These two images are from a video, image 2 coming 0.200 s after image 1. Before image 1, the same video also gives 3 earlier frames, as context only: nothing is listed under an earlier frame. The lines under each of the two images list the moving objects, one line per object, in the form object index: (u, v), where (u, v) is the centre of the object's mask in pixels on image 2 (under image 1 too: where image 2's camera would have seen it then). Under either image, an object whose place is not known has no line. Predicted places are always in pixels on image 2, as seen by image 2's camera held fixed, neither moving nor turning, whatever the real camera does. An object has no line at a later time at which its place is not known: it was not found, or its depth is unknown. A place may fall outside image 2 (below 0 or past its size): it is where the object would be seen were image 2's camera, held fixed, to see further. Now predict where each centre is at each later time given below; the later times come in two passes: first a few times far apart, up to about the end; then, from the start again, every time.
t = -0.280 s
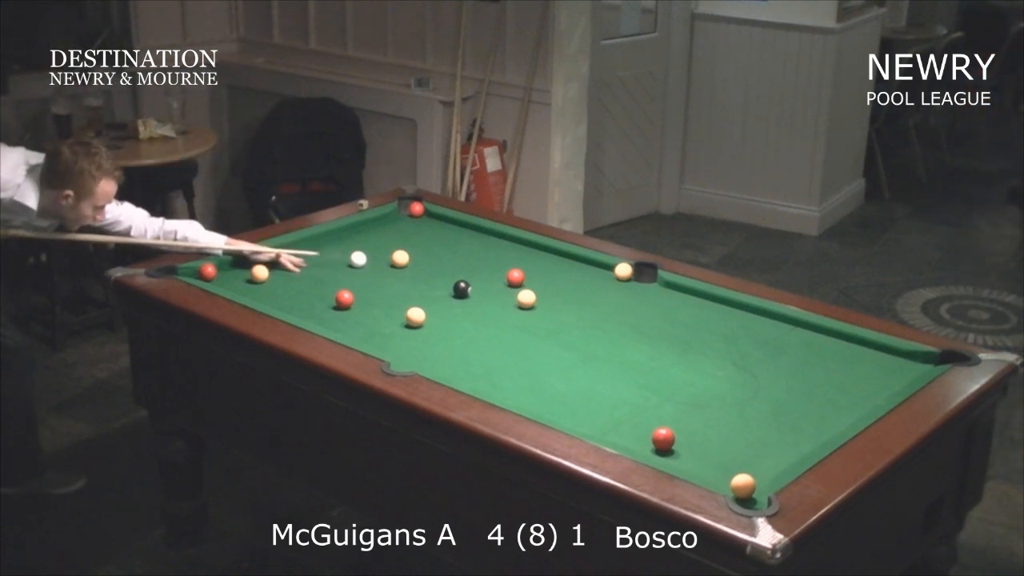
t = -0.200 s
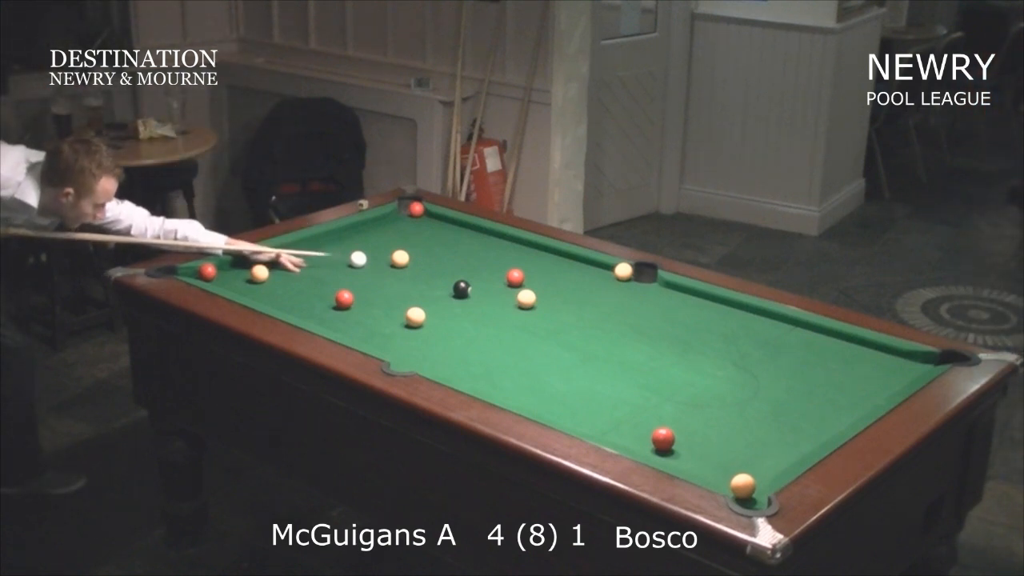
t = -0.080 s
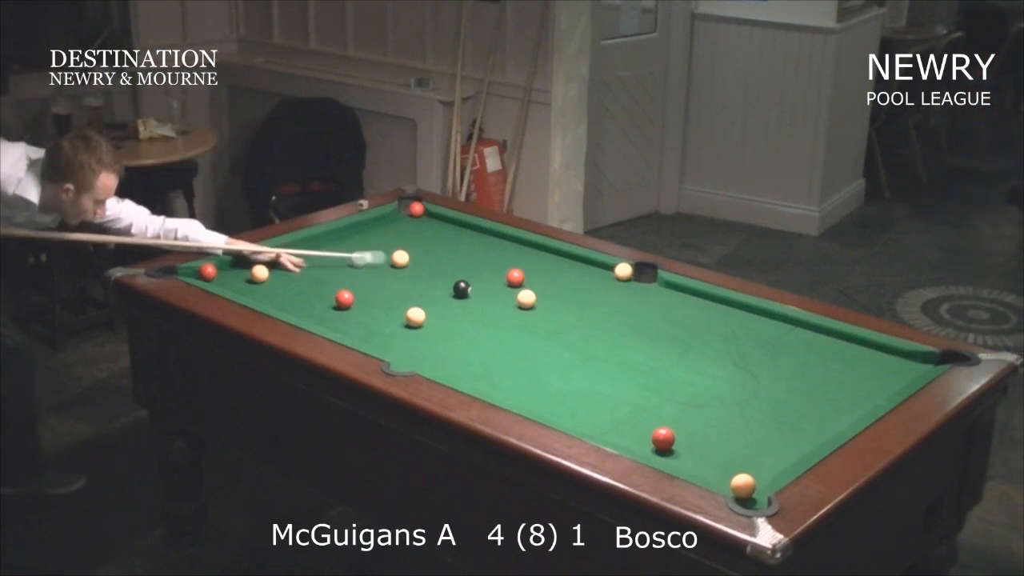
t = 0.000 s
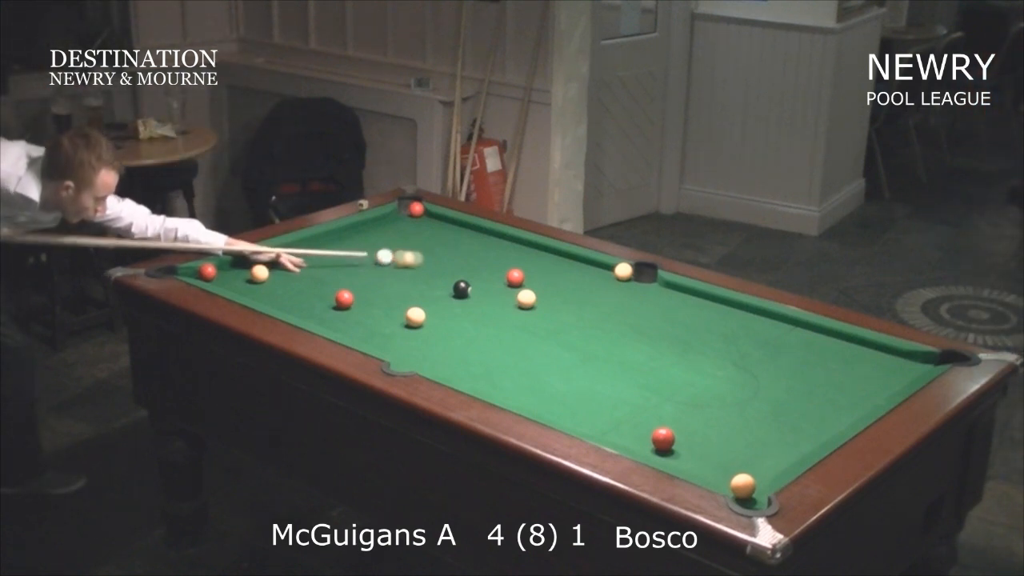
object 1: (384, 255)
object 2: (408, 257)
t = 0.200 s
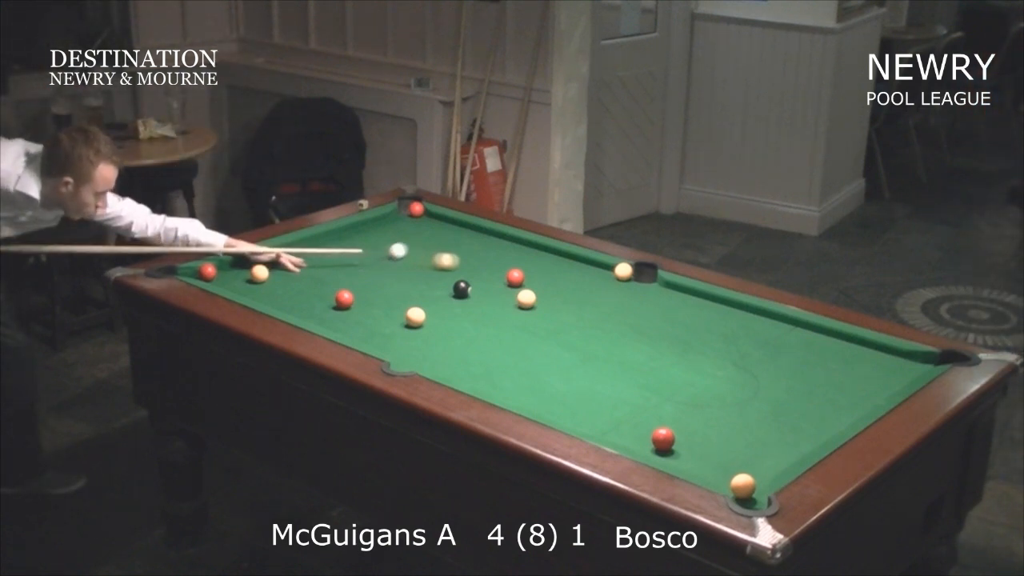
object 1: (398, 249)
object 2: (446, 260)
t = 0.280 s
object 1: (404, 247)
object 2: (457, 260)
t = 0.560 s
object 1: (422, 240)
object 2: (507, 264)
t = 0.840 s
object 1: (438, 235)
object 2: (553, 267)
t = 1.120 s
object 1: (452, 230)
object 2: (594, 270)
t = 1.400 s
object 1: (464, 225)
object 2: (611, 272)
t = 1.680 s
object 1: (460, 227)
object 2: (618, 274)
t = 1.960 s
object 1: (455, 228)
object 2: (622, 275)
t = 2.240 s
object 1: (451, 230)
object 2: (623, 275)
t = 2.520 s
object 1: (450, 230)
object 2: (623, 276)
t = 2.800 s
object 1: (450, 231)
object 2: (623, 276)
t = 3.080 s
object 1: (450, 231)
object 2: (623, 276)
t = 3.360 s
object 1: (450, 231)
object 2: (623, 276)
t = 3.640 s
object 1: (450, 231)
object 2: (623, 276)
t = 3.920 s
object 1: (450, 230)
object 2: (623, 276)
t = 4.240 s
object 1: (450, 231)
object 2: (623, 276)
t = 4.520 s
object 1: (450, 231)
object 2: (623, 276)
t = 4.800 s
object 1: (450, 231)
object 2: (623, 276)
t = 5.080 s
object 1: (450, 231)
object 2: (623, 276)
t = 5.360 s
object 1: (450, 231)
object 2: (623, 276)
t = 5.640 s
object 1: (450, 231)
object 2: (623, 276)
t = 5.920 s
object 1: (450, 231)
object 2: (624, 276)
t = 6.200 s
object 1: (450, 231)
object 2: (624, 276)
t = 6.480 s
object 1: (450, 231)
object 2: (624, 276)
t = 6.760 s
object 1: (450, 231)
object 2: (624, 276)
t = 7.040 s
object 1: (450, 231)
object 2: (623, 276)
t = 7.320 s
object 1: (450, 231)
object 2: (623, 276)
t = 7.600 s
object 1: (450, 231)
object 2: (623, 276)
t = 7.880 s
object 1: (450, 231)
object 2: (623, 276)
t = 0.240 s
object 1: (401, 248)
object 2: (453, 260)
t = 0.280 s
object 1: (404, 247)
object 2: (457, 260)
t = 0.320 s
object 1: (406, 246)
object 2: (467, 261)
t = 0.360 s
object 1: (409, 245)
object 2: (474, 261)
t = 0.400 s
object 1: (412, 244)
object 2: (479, 262)
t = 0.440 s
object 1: (414, 243)
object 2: (485, 263)
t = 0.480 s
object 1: (417, 242)
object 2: (492, 263)
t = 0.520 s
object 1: (420, 241)
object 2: (499, 264)
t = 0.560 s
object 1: (422, 240)
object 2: (507, 264)
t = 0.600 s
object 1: (425, 239)
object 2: (515, 263)
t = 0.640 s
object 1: (427, 239)
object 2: (522, 264)
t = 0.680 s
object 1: (429, 238)
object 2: (528, 266)
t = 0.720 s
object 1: (431, 237)
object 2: (534, 266)
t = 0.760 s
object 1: (434, 236)
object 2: (541, 266)
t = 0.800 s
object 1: (436, 235)
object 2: (547, 267)
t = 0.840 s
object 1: (438, 235)
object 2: (553, 267)
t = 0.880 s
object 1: (440, 234)
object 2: (559, 268)
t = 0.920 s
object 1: (442, 233)
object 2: (565, 268)
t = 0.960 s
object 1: (444, 232)
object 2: (571, 268)
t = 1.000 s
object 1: (446, 232)
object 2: (576, 269)
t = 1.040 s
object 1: (448, 231)
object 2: (582, 269)
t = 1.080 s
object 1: (450, 230)
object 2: (588, 269)
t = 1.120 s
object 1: (452, 230)
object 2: (594, 270)
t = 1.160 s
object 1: (454, 229)
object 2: (600, 270)
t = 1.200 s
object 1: (456, 228)
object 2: (605, 270)
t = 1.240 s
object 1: (458, 228)
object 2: (607, 270)
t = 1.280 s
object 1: (459, 227)
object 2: (608, 271)
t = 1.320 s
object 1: (461, 226)
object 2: (609, 271)
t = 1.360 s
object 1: (462, 226)
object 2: (610, 272)
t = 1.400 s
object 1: (464, 225)
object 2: (611, 272)
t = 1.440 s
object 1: (465, 225)
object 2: (613, 273)
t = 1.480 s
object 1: (464, 225)
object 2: (614, 273)
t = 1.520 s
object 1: (464, 225)
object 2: (615, 273)
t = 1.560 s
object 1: (463, 226)
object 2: (616, 274)
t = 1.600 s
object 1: (462, 226)
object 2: (616, 274)
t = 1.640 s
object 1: (460, 226)
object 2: (617, 274)
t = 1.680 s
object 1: (460, 227)
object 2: (618, 274)
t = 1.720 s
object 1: (459, 227)
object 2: (619, 274)
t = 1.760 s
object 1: (458, 227)
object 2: (619, 275)
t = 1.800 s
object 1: (457, 227)
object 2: (620, 275)
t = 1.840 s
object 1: (456, 228)
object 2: (621, 275)
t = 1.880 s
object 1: (456, 228)
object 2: (621, 275)
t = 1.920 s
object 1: (455, 228)
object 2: (622, 275)
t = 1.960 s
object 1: (455, 228)
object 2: (622, 275)
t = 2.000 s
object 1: (454, 229)
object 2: (622, 275)
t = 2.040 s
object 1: (453, 229)
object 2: (623, 275)
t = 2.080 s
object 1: (453, 229)
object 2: (623, 275)
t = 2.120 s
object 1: (452, 229)
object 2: (623, 275)
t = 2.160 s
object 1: (452, 229)
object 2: (623, 275)
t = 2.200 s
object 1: (452, 229)
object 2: (623, 275)
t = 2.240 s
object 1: (451, 230)
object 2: (623, 275)
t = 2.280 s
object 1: (451, 230)
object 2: (623, 276)
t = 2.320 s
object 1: (451, 230)
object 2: (623, 276)
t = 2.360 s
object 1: (450, 230)
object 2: (623, 276)
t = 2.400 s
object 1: (450, 230)
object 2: (623, 276)
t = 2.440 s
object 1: (450, 230)
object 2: (623, 275)
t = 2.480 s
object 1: (450, 230)
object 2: (623, 276)
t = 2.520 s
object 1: (450, 230)
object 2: (623, 276)
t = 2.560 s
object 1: (450, 230)
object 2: (623, 276)
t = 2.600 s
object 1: (450, 230)
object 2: (623, 276)
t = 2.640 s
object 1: (450, 230)
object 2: (623, 276)
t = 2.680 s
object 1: (450, 231)
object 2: (623, 276)
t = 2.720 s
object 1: (450, 231)
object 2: (623, 276)
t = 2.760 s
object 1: (450, 231)
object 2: (623, 276)
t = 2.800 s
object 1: (450, 231)
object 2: (623, 276)
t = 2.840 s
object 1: (450, 231)
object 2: (623, 276)
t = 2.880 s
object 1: (450, 231)
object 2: (623, 276)
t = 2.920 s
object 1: (450, 231)
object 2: (623, 276)
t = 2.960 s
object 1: (450, 231)
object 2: (623, 276)
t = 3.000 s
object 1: (450, 231)
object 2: (623, 276)
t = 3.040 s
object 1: (450, 231)
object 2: (623, 276)
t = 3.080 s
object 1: (450, 231)
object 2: (623, 276)
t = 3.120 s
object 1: (450, 231)
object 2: (623, 276)
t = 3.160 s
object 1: (450, 231)
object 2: (623, 276)
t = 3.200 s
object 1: (450, 231)
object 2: (623, 276)
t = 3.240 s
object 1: (450, 231)
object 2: (623, 276)
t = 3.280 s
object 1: (450, 231)
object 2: (623, 276)
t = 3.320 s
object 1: (450, 231)
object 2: (623, 276)
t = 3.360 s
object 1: (450, 231)
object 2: (623, 276)
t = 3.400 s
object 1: (450, 231)
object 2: (623, 276)
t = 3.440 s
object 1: (450, 231)
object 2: (623, 276)
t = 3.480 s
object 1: (450, 231)
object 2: (623, 276)
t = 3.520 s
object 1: (450, 231)
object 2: (623, 276)
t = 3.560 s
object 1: (450, 231)
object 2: (623, 276)
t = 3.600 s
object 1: (450, 231)
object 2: (623, 276)
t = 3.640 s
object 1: (450, 231)
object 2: (623, 276)
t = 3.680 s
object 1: (450, 230)
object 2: (623, 276)
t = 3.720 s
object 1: (450, 230)
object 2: (623, 276)
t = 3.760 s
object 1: (450, 230)
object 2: (623, 276)
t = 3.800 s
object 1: (450, 230)
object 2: (623, 276)
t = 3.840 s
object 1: (450, 230)
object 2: (623, 276)
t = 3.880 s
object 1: (450, 230)
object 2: (623, 276)
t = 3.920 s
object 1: (450, 230)
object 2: (623, 276)
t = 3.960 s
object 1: (450, 230)
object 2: (623, 276)
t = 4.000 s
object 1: (450, 230)
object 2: (623, 276)
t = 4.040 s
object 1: (450, 230)
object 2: (623, 276)
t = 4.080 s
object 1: (450, 231)
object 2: (623, 276)
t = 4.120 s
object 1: (450, 230)
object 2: (623, 276)
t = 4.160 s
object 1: (450, 231)
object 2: (623, 276)
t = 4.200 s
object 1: (450, 231)
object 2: (623, 276)
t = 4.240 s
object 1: (450, 231)
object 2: (623, 276)
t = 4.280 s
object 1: (450, 231)
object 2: (623, 276)
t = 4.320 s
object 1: (450, 231)
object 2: (623, 276)
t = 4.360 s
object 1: (450, 231)
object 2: (623, 276)
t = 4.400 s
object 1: (450, 231)
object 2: (623, 276)
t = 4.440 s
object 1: (450, 231)
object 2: (623, 276)
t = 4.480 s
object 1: (450, 231)
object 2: (623, 276)
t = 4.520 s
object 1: (450, 231)
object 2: (623, 276)
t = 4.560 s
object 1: (450, 231)
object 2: (623, 276)
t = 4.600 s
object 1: (450, 231)
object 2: (623, 276)
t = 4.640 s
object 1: (450, 231)
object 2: (623, 276)
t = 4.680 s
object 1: (450, 231)
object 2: (623, 276)
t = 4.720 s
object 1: (450, 231)
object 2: (623, 276)
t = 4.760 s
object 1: (450, 231)
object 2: (623, 276)
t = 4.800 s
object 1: (450, 231)
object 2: (623, 276)
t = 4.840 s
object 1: (450, 231)
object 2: (623, 276)
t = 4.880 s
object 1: (450, 231)
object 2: (623, 276)
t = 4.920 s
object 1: (450, 231)
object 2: (623, 276)
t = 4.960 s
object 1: (450, 231)
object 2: (623, 276)
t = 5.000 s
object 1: (450, 231)
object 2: (623, 276)
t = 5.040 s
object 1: (450, 231)
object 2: (623, 276)
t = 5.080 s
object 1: (450, 231)
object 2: (623, 276)
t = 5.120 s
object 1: (450, 231)
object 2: (623, 276)
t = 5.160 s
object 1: (450, 231)
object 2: (623, 276)
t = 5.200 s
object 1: (450, 231)
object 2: (623, 276)
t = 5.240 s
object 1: (450, 231)
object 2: (623, 276)
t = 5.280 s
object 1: (450, 231)
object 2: (623, 276)
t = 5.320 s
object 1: (450, 231)
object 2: (623, 276)
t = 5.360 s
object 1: (450, 231)
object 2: (623, 276)
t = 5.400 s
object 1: (450, 231)
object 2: (623, 276)
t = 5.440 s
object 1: (450, 231)
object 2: (623, 276)
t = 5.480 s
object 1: (450, 231)
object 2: (623, 276)
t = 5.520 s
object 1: (450, 231)
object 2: (623, 276)
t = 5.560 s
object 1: (450, 231)
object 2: (623, 276)
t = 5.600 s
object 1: (450, 231)
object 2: (623, 276)
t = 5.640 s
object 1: (450, 231)
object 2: (623, 276)
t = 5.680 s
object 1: (450, 231)
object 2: (623, 276)
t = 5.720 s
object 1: (450, 231)
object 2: (623, 276)
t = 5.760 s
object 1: (450, 231)
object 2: (623, 276)
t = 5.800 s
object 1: (450, 231)
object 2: (623, 276)
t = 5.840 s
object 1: (450, 231)
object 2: (623, 276)
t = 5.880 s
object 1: (450, 231)
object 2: (623, 276)
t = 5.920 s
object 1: (450, 231)
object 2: (624, 276)
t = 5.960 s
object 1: (450, 231)
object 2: (624, 276)
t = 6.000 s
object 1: (450, 231)
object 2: (624, 276)
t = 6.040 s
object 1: (450, 231)
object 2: (623, 276)
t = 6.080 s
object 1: (450, 231)
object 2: (623, 276)
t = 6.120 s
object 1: (450, 231)
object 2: (624, 276)
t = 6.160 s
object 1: (450, 231)
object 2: (623, 276)
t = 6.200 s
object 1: (450, 231)
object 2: (624, 276)
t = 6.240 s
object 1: (450, 231)
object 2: (624, 276)
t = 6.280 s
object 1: (450, 231)
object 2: (624, 276)
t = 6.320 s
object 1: (450, 231)
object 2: (624, 276)
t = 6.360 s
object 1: (450, 231)
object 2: (624, 276)
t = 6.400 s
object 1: (450, 231)
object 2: (624, 276)
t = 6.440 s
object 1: (450, 231)
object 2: (624, 276)
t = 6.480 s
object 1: (450, 231)
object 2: (624, 276)
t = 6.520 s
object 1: (450, 231)
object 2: (624, 276)
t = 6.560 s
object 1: (450, 231)
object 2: (624, 276)
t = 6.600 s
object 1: (450, 231)
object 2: (624, 276)
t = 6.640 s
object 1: (450, 231)
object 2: (624, 276)
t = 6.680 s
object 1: (450, 231)
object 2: (624, 276)
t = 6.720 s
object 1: (450, 231)
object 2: (624, 276)
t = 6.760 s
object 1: (450, 231)
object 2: (624, 276)
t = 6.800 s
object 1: (450, 231)
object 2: (624, 276)
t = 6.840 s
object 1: (450, 231)
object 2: (624, 276)
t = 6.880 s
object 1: (450, 231)
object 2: (623, 276)
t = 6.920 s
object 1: (450, 231)
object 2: (623, 276)
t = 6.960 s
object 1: (450, 231)
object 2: (623, 276)
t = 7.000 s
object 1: (450, 231)
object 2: (623, 276)
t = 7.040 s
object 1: (450, 231)
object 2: (623, 276)
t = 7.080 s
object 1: (450, 231)
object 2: (623, 276)
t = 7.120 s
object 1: (450, 231)
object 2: (623, 276)
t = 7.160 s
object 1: (450, 231)
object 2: (623, 276)
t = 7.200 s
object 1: (450, 231)
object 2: (623, 276)
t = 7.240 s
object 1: (450, 231)
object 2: (623, 276)
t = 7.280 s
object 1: (450, 231)
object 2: (623, 276)
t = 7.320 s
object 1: (450, 231)
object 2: (623, 276)
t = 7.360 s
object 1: (450, 231)
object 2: (623, 276)
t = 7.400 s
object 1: (450, 231)
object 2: (623, 276)
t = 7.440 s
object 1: (450, 231)
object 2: (623, 276)
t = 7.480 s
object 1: (450, 231)
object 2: (623, 276)
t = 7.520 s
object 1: (450, 231)
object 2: (623, 276)
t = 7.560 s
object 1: (450, 231)
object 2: (623, 276)
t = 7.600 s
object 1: (450, 231)
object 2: (623, 276)
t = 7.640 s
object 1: (450, 231)
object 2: (623, 276)
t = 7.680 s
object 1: (450, 231)
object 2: (623, 276)
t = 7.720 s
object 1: (450, 231)
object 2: (623, 276)
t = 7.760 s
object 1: (450, 231)
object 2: (623, 276)
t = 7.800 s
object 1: (450, 231)
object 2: (623, 276)
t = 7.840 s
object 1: (450, 231)
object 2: (623, 276)
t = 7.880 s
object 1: (450, 231)
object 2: (623, 276)
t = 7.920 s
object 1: (450, 231)
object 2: (623, 276)
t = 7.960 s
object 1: (450, 231)
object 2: (623, 276)
